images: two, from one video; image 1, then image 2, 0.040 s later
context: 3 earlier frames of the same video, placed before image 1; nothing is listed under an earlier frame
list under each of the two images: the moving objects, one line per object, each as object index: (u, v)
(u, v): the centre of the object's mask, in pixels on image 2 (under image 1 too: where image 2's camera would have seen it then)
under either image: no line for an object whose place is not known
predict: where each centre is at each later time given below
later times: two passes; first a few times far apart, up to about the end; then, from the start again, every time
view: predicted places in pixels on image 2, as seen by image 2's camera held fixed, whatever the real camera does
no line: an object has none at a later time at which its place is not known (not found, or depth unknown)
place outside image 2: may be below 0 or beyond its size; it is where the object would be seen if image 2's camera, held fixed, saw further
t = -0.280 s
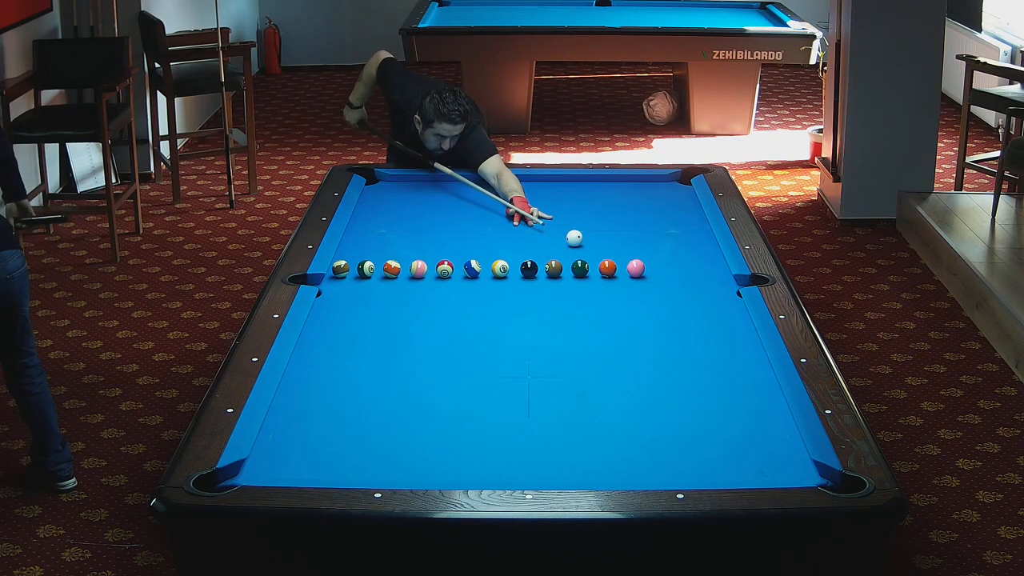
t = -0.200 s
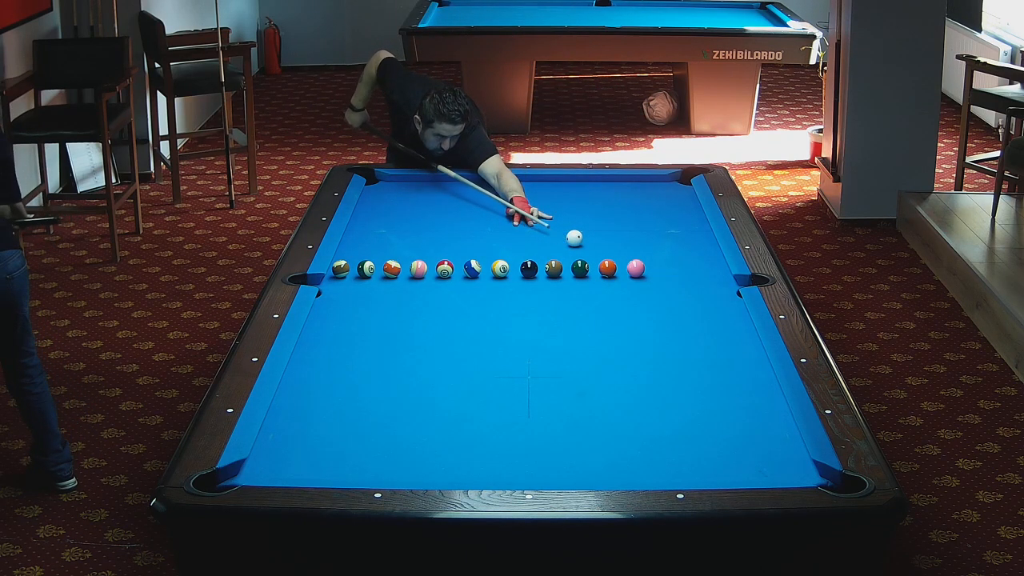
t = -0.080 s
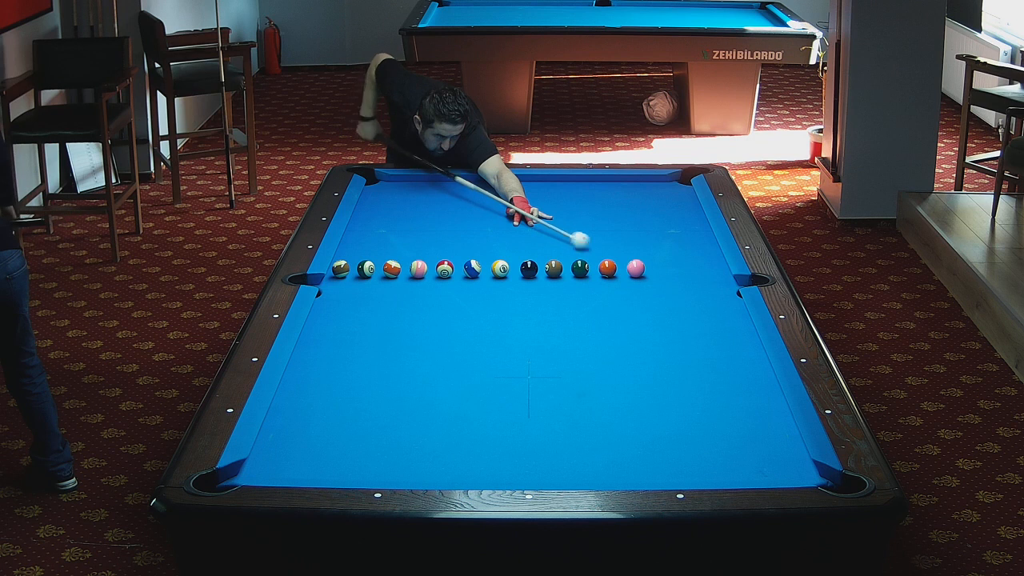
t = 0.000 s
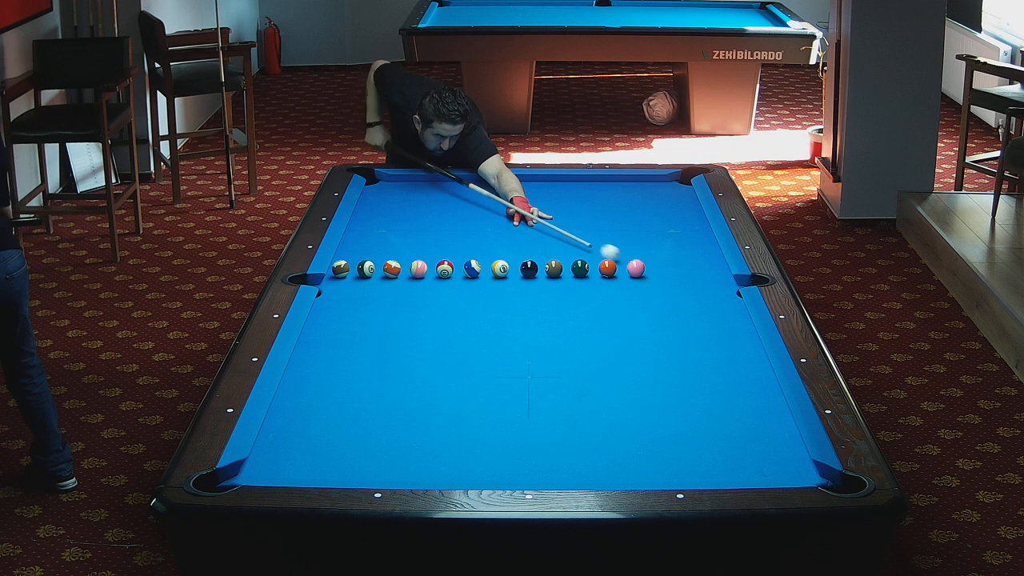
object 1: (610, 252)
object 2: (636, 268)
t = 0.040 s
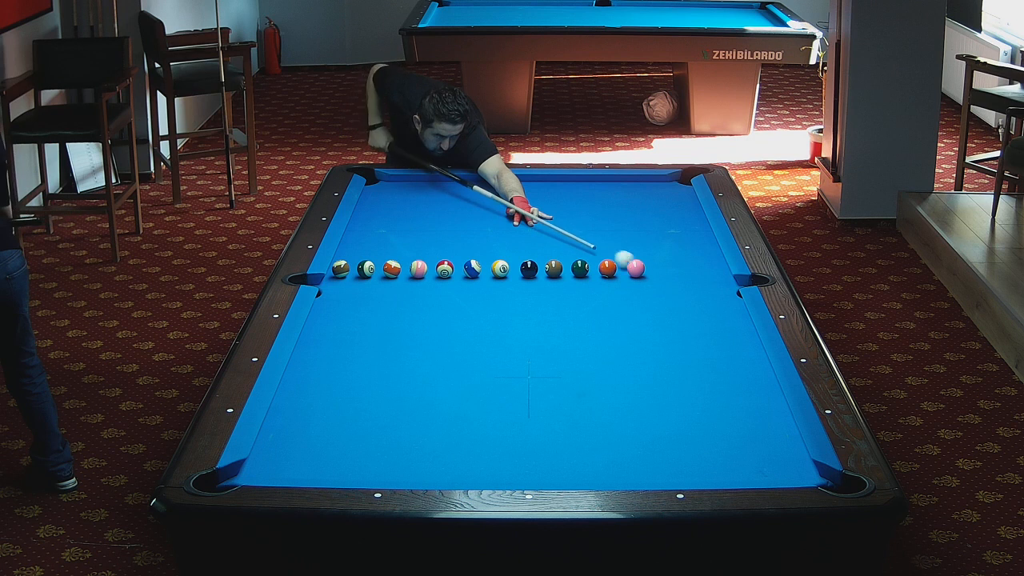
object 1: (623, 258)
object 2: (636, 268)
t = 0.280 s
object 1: (669, 261)
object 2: (663, 300)
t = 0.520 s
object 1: (708, 260)
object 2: (690, 332)
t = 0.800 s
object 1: (697, 257)
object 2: (725, 373)
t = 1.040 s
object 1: (677, 254)
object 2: (759, 414)
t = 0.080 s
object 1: (635, 259)
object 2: (638, 271)
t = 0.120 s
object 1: (643, 261)
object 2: (643, 277)
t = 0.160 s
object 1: (650, 262)
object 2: (649, 284)
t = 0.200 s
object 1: (656, 261)
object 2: (654, 289)
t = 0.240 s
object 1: (663, 261)
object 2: (658, 295)
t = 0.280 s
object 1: (669, 261)
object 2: (663, 300)
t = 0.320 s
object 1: (676, 261)
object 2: (667, 305)
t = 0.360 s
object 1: (682, 261)
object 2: (672, 311)
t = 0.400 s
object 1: (689, 261)
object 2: (676, 316)
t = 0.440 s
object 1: (695, 261)
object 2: (681, 321)
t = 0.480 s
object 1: (701, 260)
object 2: (685, 327)
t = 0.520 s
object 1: (708, 260)
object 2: (690, 332)
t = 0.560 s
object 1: (714, 260)
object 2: (695, 337)
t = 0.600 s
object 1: (714, 260)
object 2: (700, 343)
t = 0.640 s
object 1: (711, 259)
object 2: (705, 349)
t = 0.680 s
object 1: (707, 259)
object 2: (710, 355)
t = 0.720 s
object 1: (704, 258)
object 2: (715, 361)
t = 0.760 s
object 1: (701, 258)
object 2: (720, 367)
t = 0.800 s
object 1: (697, 257)
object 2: (725, 373)
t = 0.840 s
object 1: (694, 257)
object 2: (731, 380)
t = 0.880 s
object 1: (690, 256)
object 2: (736, 386)
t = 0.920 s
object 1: (687, 255)
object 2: (742, 393)
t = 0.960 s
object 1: (684, 255)
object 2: (747, 399)
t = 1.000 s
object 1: (680, 254)
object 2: (753, 406)
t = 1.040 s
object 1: (677, 254)
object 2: (759, 414)
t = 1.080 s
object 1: (674, 253)
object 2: (765, 421)
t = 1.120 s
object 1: (671, 253)
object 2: (771, 428)
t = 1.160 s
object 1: (668, 252)
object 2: (777, 435)
